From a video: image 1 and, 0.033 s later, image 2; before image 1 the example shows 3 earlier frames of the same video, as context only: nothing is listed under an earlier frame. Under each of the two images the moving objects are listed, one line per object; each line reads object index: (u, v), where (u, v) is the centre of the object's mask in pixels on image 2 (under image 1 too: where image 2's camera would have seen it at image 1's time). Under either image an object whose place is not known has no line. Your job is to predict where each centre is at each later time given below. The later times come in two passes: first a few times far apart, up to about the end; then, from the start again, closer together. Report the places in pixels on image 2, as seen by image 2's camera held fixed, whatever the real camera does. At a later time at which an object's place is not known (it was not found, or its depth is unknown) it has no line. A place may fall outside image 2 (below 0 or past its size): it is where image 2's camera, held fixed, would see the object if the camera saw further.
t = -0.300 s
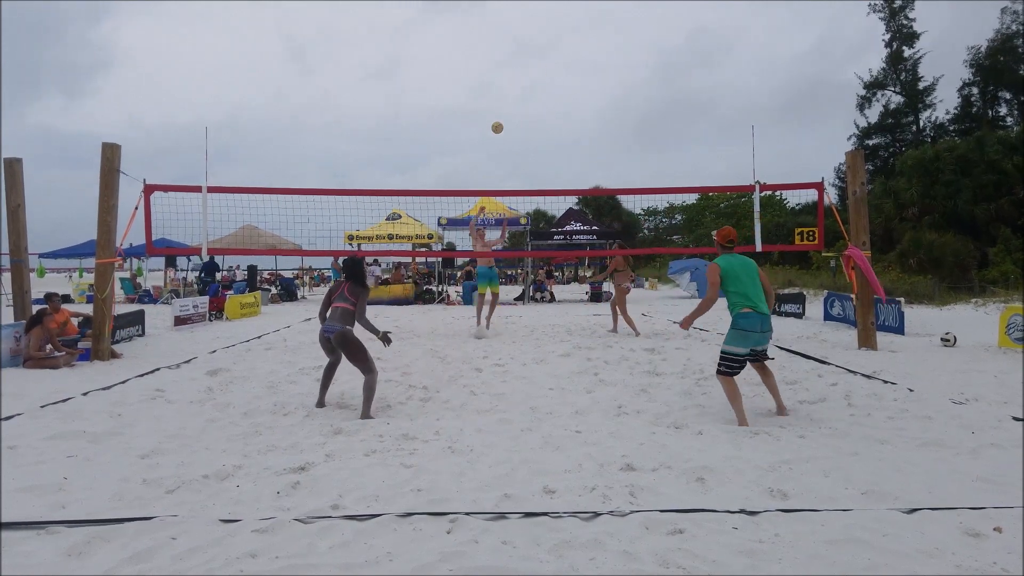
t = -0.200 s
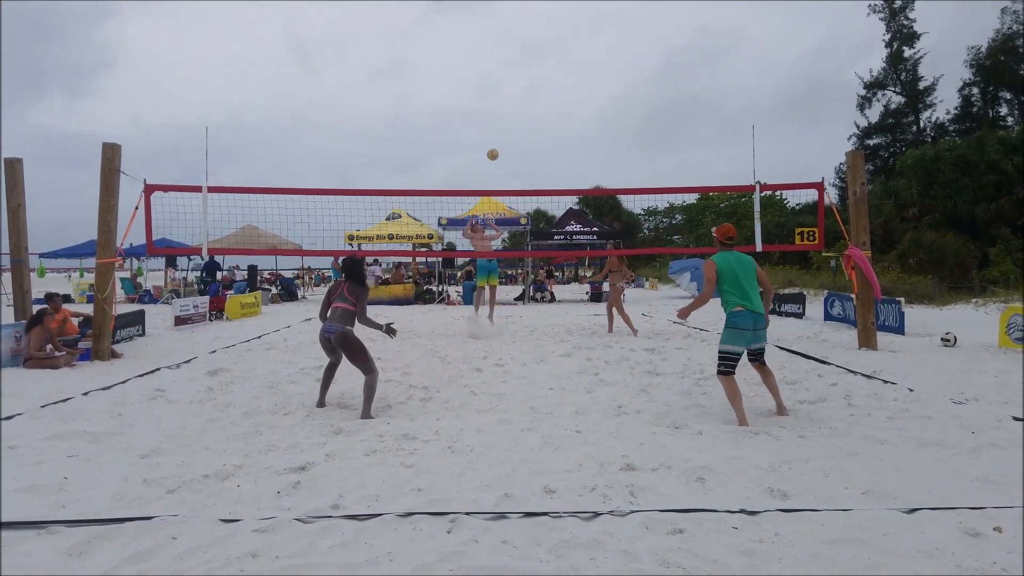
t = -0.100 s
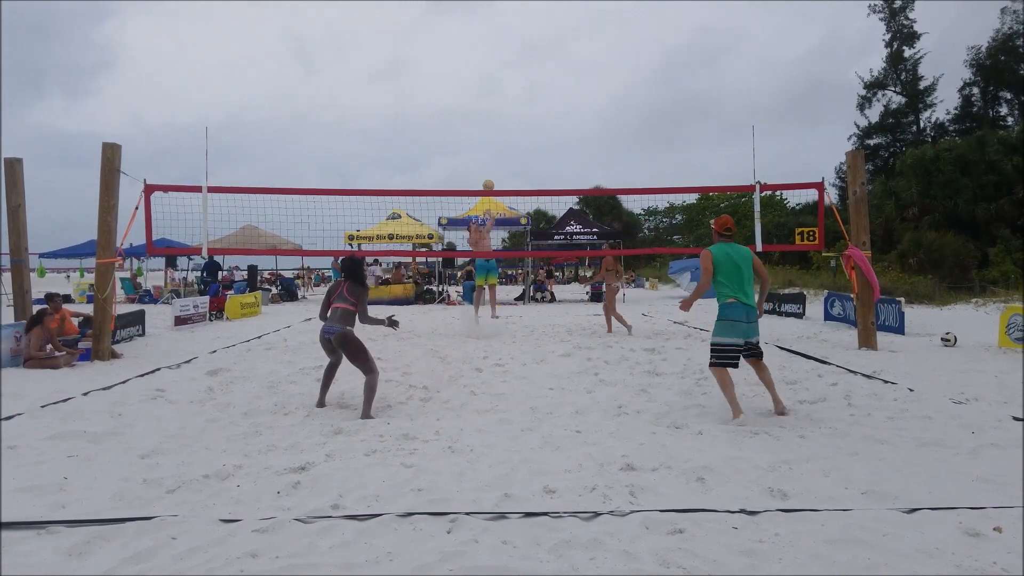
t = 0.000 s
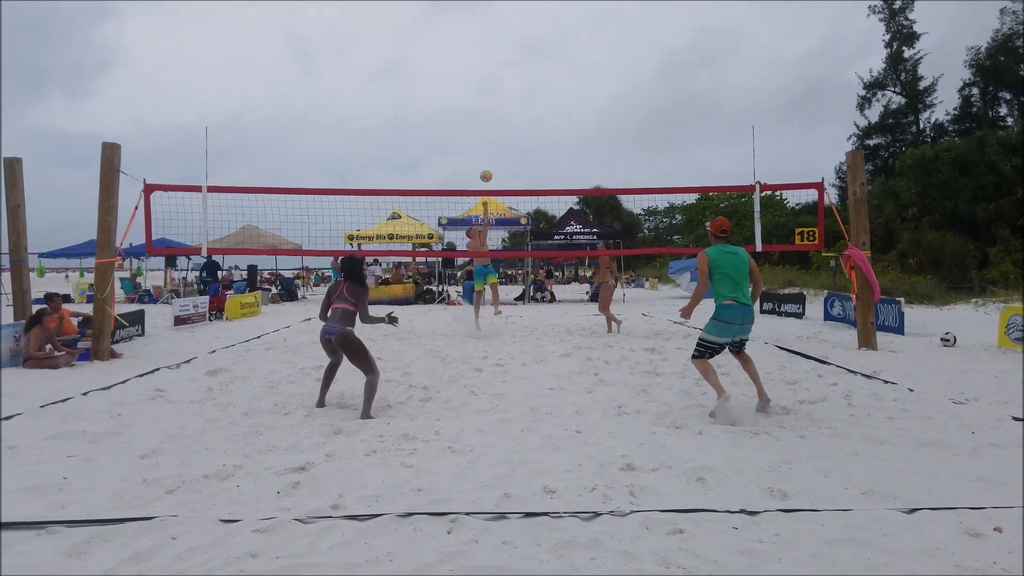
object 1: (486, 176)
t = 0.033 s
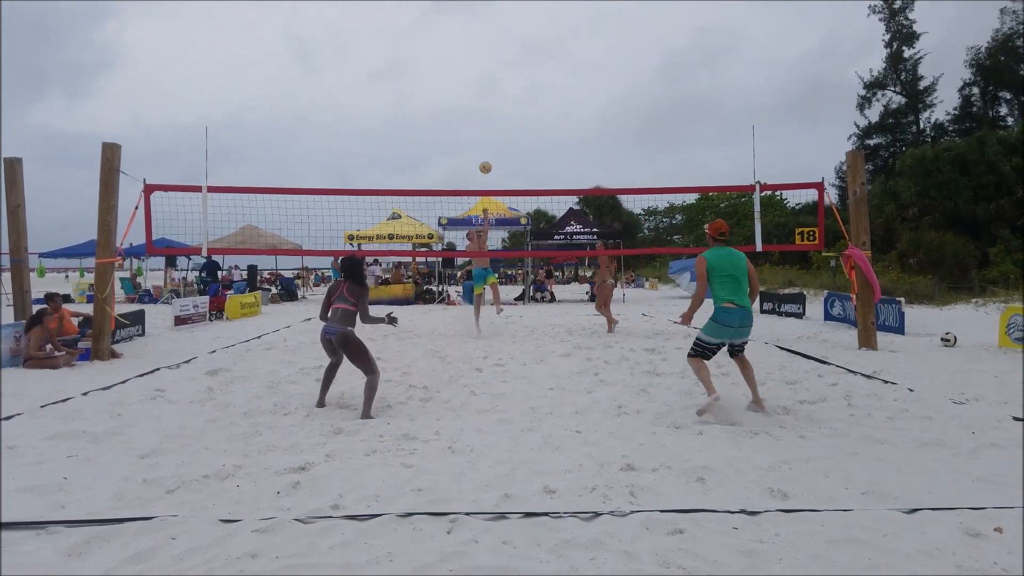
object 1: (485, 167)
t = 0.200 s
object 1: (482, 128)
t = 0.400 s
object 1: (480, 98)
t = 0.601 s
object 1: (485, 92)
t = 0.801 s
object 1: (506, 136)
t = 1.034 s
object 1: (571, 360)
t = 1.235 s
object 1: (686, 480)
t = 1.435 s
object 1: (877, 326)
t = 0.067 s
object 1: (485, 159)
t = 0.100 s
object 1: (484, 151)
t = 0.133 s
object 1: (484, 143)
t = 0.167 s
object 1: (483, 135)
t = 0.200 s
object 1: (482, 128)
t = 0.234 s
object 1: (481, 122)
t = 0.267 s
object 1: (481, 116)
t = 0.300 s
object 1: (480, 110)
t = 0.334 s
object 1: (480, 106)
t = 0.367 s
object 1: (480, 101)
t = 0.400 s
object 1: (480, 98)
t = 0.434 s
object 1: (480, 94)
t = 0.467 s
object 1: (480, 92)
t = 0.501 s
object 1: (481, 91)
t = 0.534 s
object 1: (482, 90)
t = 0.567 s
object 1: (483, 91)
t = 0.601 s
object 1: (485, 92)
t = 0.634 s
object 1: (488, 95)
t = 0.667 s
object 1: (490, 100)
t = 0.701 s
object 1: (493, 105)
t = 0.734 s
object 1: (497, 113)
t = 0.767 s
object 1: (501, 123)
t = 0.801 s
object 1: (506, 136)
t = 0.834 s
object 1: (511, 152)
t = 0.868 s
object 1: (517, 172)
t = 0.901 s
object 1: (525, 196)
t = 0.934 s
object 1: (533, 226)
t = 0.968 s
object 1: (544, 262)
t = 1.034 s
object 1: (571, 360)
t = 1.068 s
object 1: (589, 429)
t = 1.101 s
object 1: (611, 518)
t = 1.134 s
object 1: (632, 559)
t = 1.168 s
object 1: (649, 538)
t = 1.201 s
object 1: (666, 509)
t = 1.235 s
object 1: (686, 480)
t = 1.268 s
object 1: (708, 452)
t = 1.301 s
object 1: (734, 426)
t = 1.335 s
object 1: (762, 399)
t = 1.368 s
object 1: (795, 373)
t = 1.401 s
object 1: (833, 348)
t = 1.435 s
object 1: (877, 326)
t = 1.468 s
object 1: (928, 304)
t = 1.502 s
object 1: (977, 283)
